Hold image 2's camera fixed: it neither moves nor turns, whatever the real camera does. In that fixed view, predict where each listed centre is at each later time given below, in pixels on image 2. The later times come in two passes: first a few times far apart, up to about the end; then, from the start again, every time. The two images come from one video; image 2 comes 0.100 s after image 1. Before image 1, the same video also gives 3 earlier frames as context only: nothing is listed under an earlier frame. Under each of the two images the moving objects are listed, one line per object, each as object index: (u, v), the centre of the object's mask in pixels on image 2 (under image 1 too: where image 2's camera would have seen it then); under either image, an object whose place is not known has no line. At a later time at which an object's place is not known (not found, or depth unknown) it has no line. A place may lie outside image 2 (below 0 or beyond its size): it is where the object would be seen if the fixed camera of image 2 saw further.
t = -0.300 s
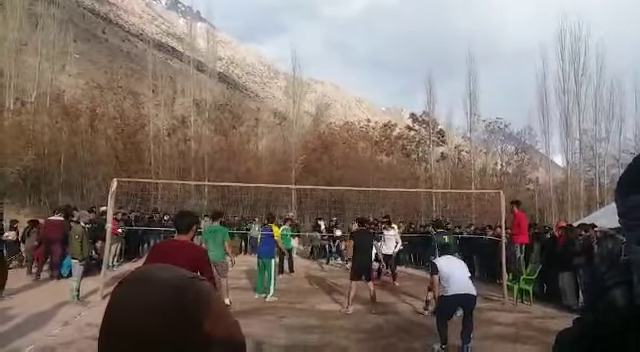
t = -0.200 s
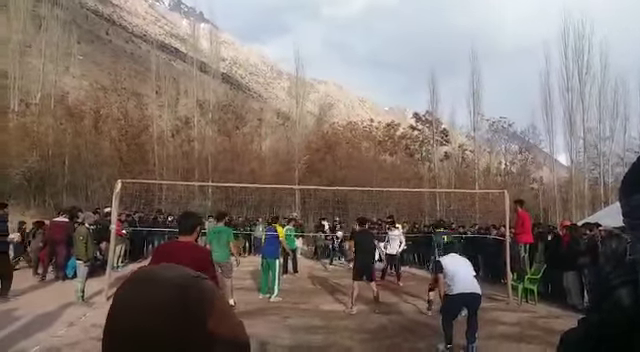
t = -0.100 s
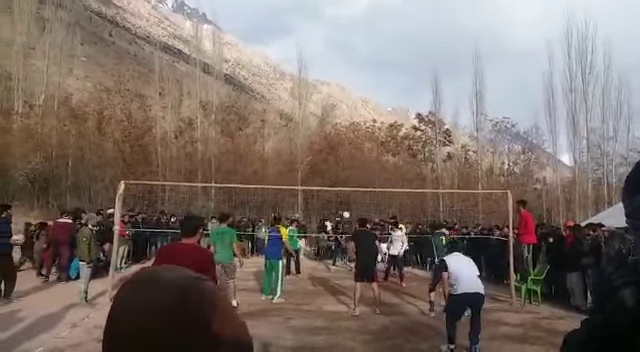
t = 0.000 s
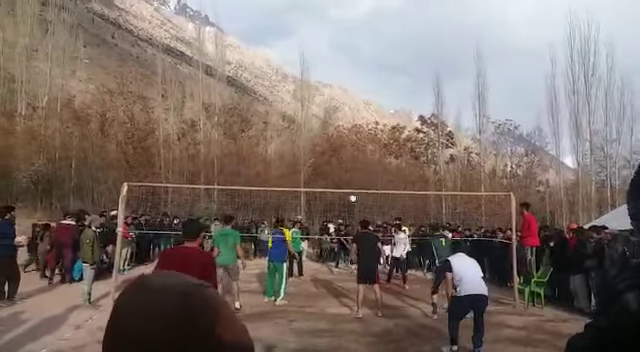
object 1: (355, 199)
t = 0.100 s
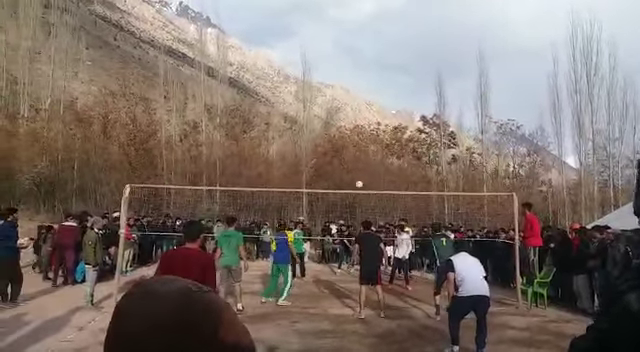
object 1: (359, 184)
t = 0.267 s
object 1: (366, 164)
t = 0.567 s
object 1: (381, 149)
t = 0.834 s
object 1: (396, 162)
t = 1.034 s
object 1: (408, 192)
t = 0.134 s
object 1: (360, 179)
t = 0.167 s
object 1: (362, 175)
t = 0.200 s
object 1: (363, 171)
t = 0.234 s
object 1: (365, 167)
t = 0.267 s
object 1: (366, 164)
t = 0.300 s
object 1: (368, 161)
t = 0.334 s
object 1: (369, 158)
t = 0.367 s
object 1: (371, 156)
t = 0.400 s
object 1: (373, 154)
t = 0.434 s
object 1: (375, 152)
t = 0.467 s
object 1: (376, 151)
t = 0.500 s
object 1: (377, 149)
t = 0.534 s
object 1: (379, 149)
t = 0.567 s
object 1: (381, 149)
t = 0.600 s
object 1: (383, 149)
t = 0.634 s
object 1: (385, 150)
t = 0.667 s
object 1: (387, 151)
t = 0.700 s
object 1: (388, 152)
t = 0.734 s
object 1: (390, 153)
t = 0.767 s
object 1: (392, 156)
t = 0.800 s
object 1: (394, 159)
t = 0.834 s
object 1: (396, 162)
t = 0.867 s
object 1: (399, 166)
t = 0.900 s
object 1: (400, 170)
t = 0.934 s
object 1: (403, 175)
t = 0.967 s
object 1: (404, 180)
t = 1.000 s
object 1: (406, 185)
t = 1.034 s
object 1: (408, 192)
